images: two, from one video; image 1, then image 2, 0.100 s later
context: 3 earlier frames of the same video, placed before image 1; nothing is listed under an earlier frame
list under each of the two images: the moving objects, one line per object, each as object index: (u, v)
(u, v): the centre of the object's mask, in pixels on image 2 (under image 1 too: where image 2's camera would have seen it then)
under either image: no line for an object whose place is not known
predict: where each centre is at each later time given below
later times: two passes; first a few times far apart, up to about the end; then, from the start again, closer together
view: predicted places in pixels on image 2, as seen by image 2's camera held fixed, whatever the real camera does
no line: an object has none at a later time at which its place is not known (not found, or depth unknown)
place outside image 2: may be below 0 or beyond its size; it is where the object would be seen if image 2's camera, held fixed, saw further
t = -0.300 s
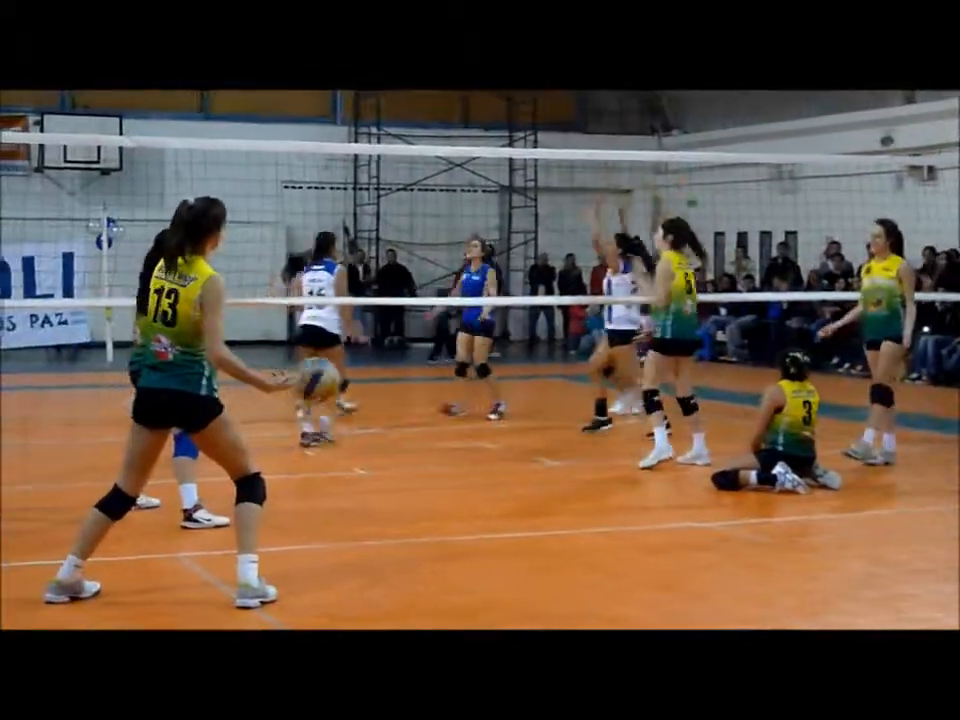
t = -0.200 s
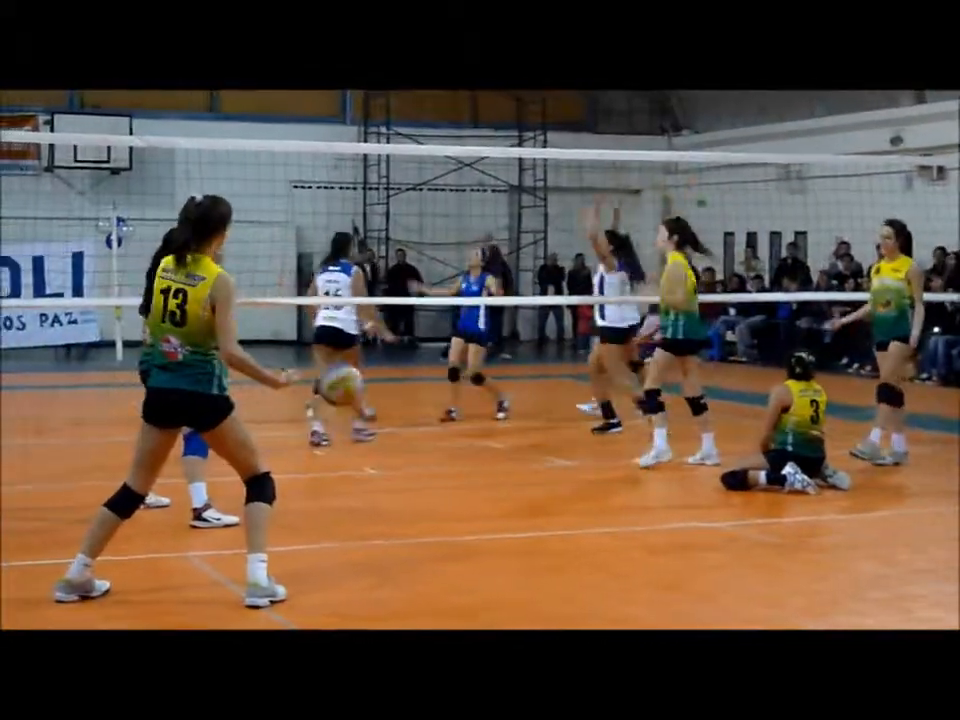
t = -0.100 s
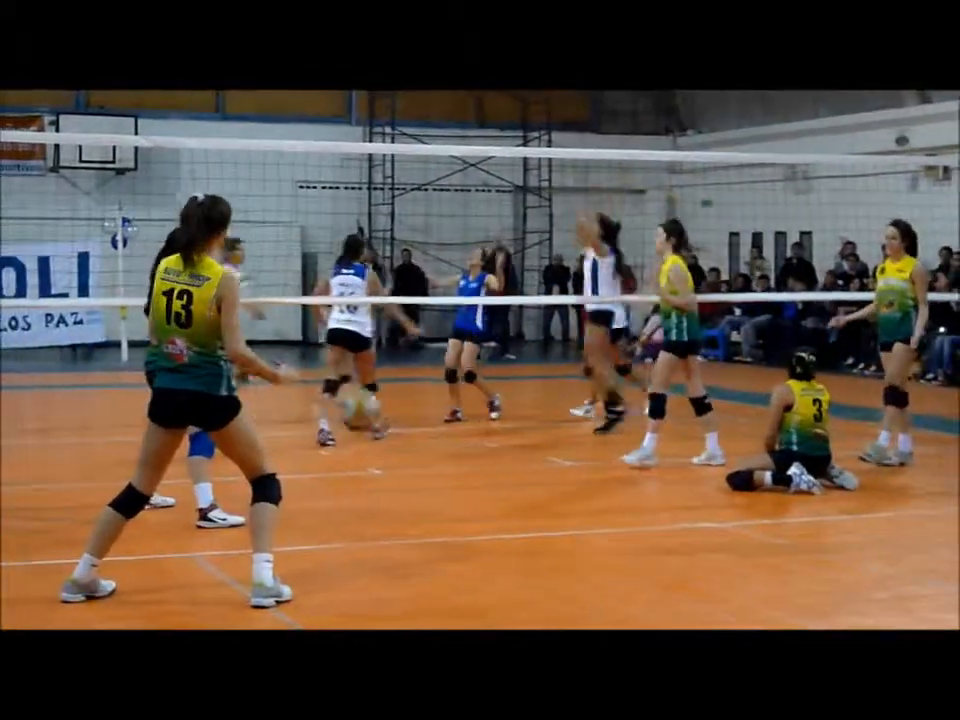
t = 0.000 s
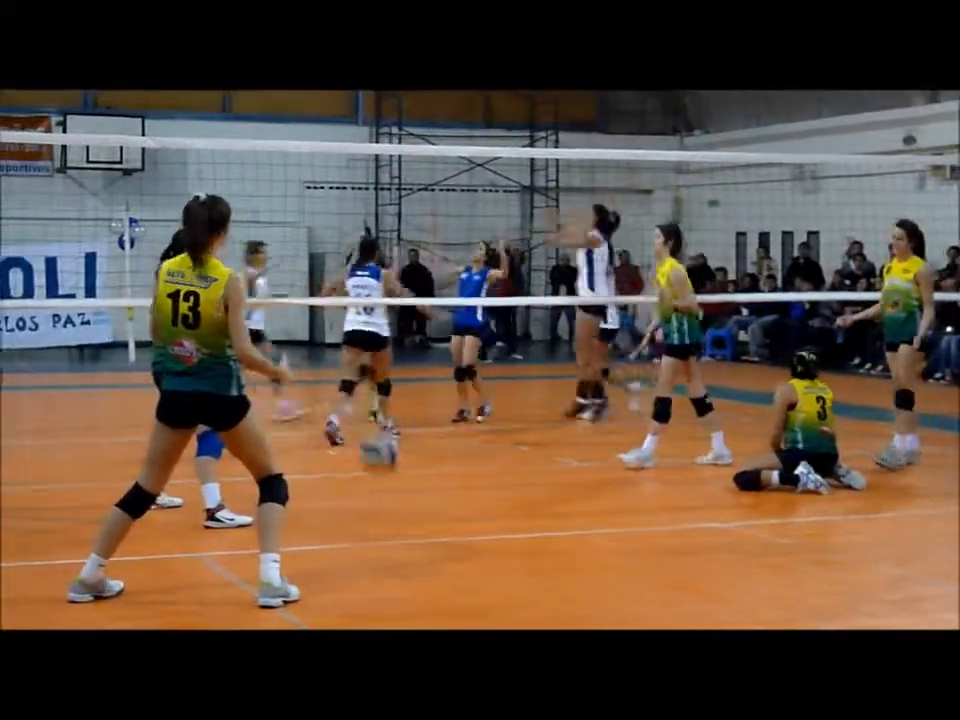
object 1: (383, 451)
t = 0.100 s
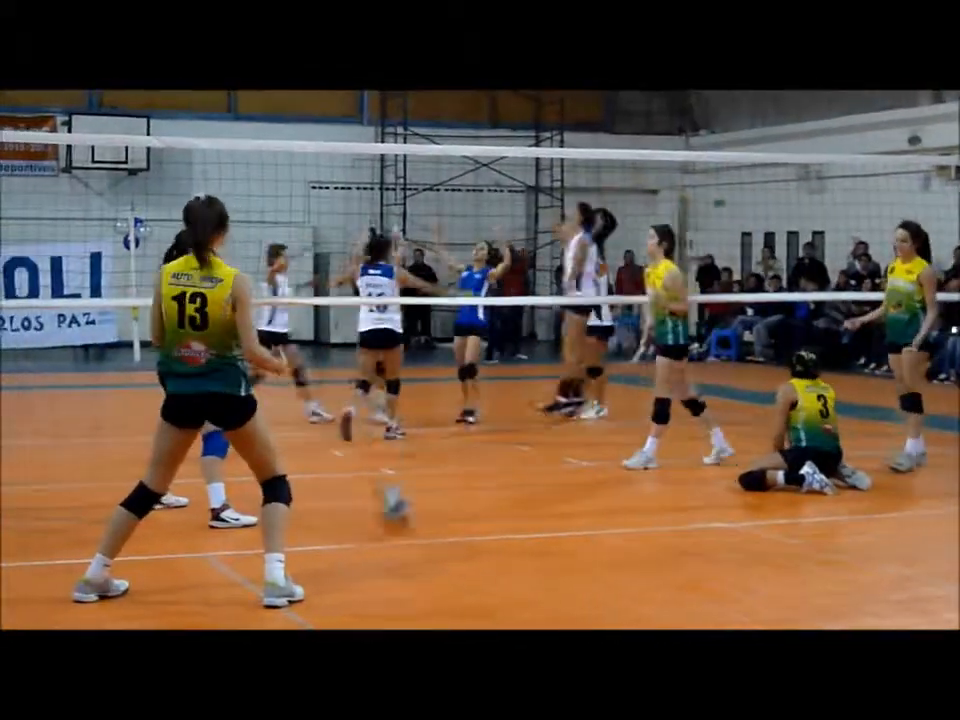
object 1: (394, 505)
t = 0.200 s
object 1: (404, 466)
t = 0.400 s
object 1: (420, 415)
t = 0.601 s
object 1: (435, 429)
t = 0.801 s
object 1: (448, 452)
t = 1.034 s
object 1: (466, 419)
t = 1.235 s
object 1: (486, 458)
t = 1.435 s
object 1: (492, 426)
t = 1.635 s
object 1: (506, 432)
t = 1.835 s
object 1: (517, 423)
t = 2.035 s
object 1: (532, 425)
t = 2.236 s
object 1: (547, 419)
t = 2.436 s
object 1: (558, 419)
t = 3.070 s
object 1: (594, 408)
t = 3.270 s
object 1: (605, 404)
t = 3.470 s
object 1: (615, 402)
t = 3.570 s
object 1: (622, 400)
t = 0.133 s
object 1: (398, 500)
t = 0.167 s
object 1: (399, 480)
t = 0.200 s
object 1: (404, 466)
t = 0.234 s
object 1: (407, 451)
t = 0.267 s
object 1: (410, 440)
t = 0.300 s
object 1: (414, 431)
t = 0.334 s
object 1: (416, 424)
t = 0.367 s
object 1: (418, 418)
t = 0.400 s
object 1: (420, 415)
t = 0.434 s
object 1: (423, 414)
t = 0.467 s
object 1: (425, 414)
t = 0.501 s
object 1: (427, 414)
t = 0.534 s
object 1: (428, 417)
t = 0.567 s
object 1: (433, 422)
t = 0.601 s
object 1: (435, 429)
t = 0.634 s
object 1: (438, 437)
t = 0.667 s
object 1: (440, 447)
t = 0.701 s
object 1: (440, 462)
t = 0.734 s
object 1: (444, 474)
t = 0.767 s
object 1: (446, 464)
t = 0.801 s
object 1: (448, 452)
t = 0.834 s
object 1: (452, 441)
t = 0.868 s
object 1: (454, 433)
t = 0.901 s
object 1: (457, 428)
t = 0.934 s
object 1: (461, 423)
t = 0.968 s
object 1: (464, 421)
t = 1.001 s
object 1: (466, 419)
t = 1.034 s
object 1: (466, 419)
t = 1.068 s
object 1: (468, 421)
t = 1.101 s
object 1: (471, 424)
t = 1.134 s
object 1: (472, 428)
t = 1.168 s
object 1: (476, 434)
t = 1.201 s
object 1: (473, 440)
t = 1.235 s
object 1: (486, 458)
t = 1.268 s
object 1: (487, 451)
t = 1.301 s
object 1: (490, 436)
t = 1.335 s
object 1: (491, 431)
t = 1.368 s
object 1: (489, 425)
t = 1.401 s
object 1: (487, 424)
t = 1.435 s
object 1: (492, 426)
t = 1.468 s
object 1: (494, 410)
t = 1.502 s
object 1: (497, 417)
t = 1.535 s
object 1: (498, 419)
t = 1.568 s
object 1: (501, 426)
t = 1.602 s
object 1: (504, 429)
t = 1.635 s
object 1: (506, 432)
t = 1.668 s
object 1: (507, 435)
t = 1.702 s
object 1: (511, 430)
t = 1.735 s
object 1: (513, 427)
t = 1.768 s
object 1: (515, 425)
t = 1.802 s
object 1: (516, 423)
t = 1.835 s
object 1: (517, 423)
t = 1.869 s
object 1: (519, 423)
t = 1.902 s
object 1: (520, 424)
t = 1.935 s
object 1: (527, 431)
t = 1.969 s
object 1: (529, 430)
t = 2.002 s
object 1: (530, 427)
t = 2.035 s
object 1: (532, 425)
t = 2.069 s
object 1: (534, 423)
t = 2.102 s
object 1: (537, 424)
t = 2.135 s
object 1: (539, 425)
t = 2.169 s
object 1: (540, 424)
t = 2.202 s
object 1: (544, 422)
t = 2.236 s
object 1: (547, 419)
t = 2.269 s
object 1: (548, 422)
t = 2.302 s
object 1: (551, 422)
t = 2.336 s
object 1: (552, 421)
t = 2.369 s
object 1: (553, 421)
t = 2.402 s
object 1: (557, 421)
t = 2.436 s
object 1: (558, 419)
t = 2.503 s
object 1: (561, 417)
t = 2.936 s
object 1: (589, 410)
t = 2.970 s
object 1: (591, 410)
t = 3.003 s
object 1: (592, 409)
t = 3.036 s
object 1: (593, 408)
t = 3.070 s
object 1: (594, 408)
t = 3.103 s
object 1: (596, 407)
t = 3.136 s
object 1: (597, 407)
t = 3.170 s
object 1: (599, 407)
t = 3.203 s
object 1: (602, 406)
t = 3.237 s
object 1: (604, 405)
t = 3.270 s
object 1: (605, 404)
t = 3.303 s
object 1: (607, 404)
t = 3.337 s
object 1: (608, 403)
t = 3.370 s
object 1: (611, 403)
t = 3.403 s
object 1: (613, 402)
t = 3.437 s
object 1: (614, 402)
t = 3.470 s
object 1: (615, 402)
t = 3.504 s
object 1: (617, 402)
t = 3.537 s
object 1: (619, 401)
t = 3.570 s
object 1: (622, 400)
